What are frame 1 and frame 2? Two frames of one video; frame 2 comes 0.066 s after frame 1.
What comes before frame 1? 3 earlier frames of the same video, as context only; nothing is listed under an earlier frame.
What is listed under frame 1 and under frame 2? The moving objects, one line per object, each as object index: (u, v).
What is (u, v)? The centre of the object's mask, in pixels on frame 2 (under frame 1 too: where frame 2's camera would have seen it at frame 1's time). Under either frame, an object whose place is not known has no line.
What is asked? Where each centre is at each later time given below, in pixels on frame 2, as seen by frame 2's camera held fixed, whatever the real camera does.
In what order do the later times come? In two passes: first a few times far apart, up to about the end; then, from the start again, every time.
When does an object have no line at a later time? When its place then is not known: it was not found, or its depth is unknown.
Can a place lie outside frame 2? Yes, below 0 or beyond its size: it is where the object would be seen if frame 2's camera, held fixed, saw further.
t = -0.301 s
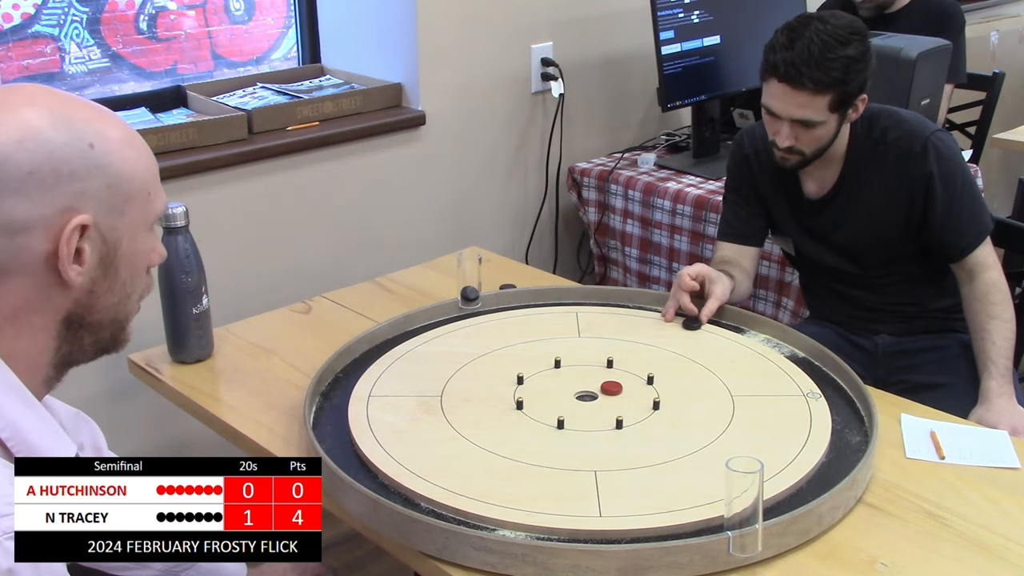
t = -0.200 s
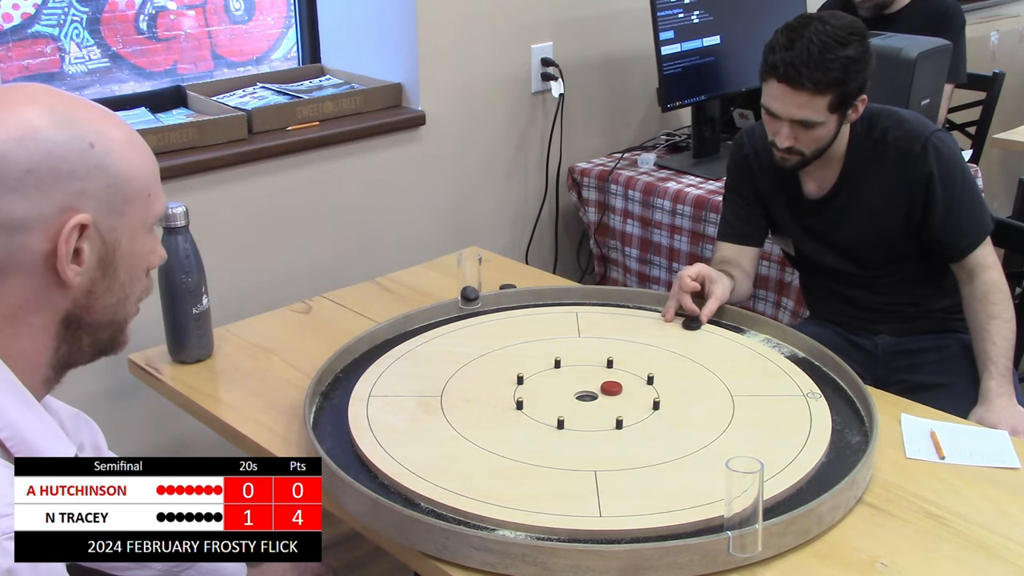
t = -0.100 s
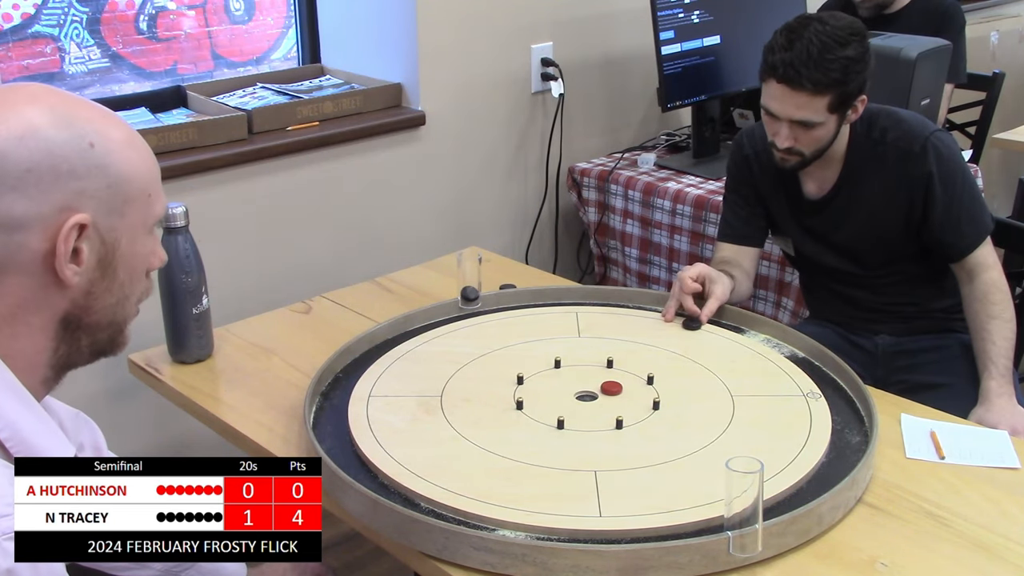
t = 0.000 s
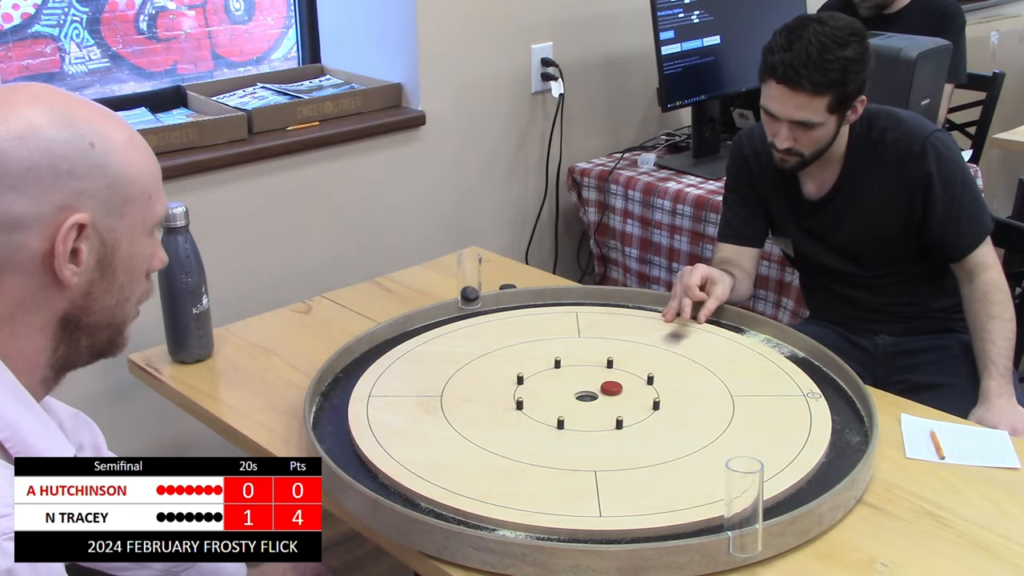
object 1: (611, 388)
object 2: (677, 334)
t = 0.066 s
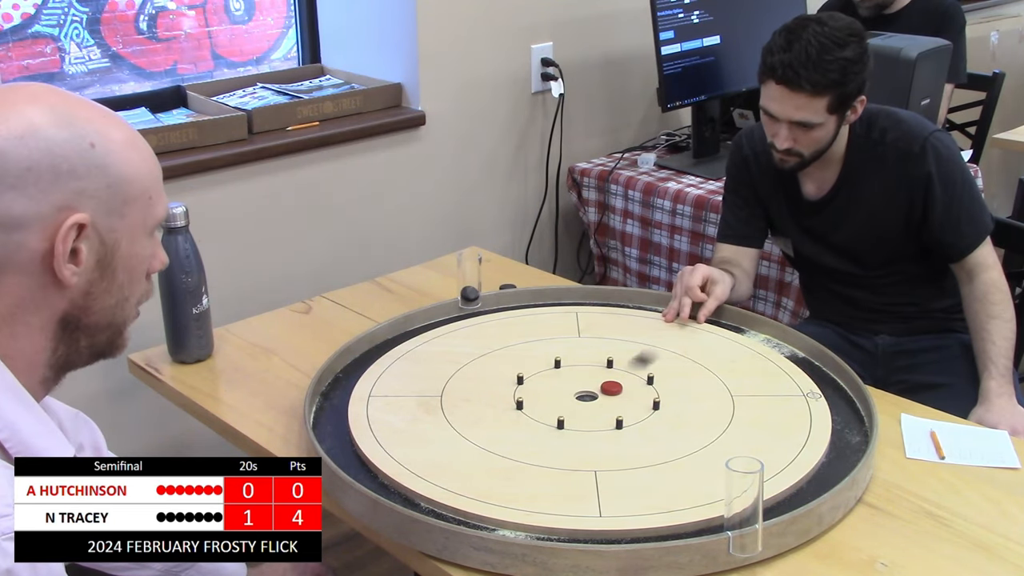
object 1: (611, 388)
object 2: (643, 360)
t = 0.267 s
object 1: (567, 453)
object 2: (584, 379)
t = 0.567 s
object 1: (513, 532)
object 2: (571, 379)
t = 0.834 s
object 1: (513, 535)
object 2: (572, 379)
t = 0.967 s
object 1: (513, 535)
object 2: (573, 379)
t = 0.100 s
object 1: (611, 388)
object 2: (626, 371)
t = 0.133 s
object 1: (607, 394)
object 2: (611, 379)
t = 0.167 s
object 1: (598, 408)
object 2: (603, 379)
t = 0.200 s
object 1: (588, 423)
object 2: (596, 379)
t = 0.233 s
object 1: (577, 439)
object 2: (590, 379)
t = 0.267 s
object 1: (567, 453)
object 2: (584, 379)
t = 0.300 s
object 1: (557, 468)
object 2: (579, 379)
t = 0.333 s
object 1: (546, 484)
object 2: (576, 379)
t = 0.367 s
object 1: (535, 499)
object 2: (573, 379)
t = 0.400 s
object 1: (524, 514)
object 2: (572, 379)
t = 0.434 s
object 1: (514, 530)
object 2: (571, 379)
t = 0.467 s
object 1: (512, 532)
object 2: (571, 379)
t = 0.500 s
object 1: (512, 534)
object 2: (571, 379)
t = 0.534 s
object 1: (511, 534)
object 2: (571, 379)
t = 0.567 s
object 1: (513, 532)
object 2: (571, 379)
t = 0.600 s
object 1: (512, 534)
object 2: (571, 379)
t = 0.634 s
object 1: (512, 535)
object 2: (571, 379)
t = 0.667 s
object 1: (512, 535)
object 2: (571, 379)
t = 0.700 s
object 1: (513, 535)
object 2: (572, 379)
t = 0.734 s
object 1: (513, 535)
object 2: (572, 379)
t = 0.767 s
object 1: (513, 535)
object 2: (572, 379)
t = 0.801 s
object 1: (513, 535)
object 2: (572, 379)
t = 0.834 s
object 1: (513, 535)
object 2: (572, 379)
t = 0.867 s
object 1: (513, 535)
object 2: (572, 379)
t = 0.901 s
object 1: (513, 535)
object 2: (573, 379)
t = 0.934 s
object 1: (513, 535)
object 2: (573, 379)
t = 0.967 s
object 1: (513, 535)
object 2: (573, 379)
